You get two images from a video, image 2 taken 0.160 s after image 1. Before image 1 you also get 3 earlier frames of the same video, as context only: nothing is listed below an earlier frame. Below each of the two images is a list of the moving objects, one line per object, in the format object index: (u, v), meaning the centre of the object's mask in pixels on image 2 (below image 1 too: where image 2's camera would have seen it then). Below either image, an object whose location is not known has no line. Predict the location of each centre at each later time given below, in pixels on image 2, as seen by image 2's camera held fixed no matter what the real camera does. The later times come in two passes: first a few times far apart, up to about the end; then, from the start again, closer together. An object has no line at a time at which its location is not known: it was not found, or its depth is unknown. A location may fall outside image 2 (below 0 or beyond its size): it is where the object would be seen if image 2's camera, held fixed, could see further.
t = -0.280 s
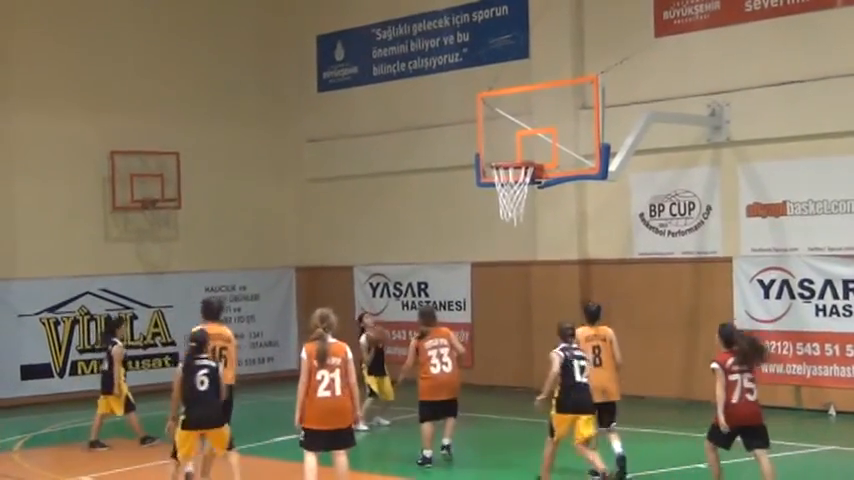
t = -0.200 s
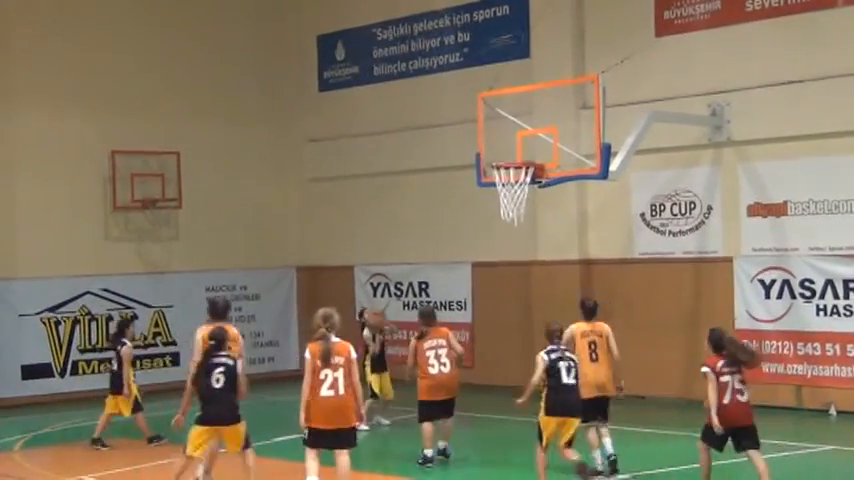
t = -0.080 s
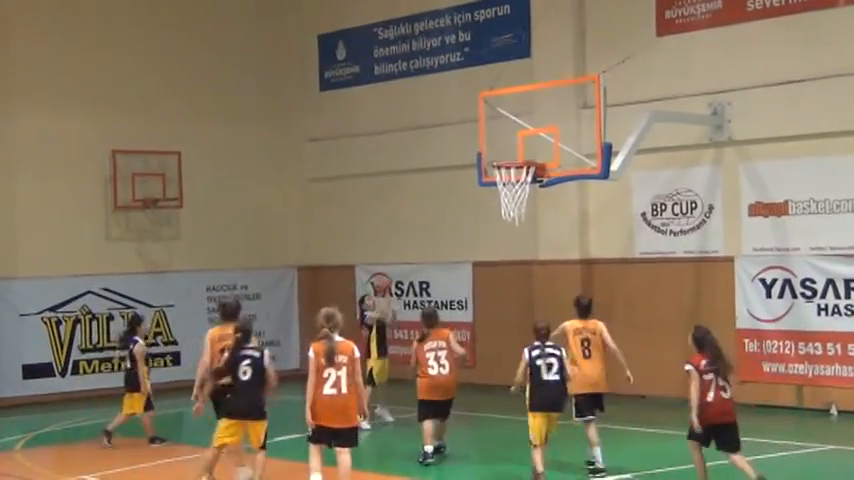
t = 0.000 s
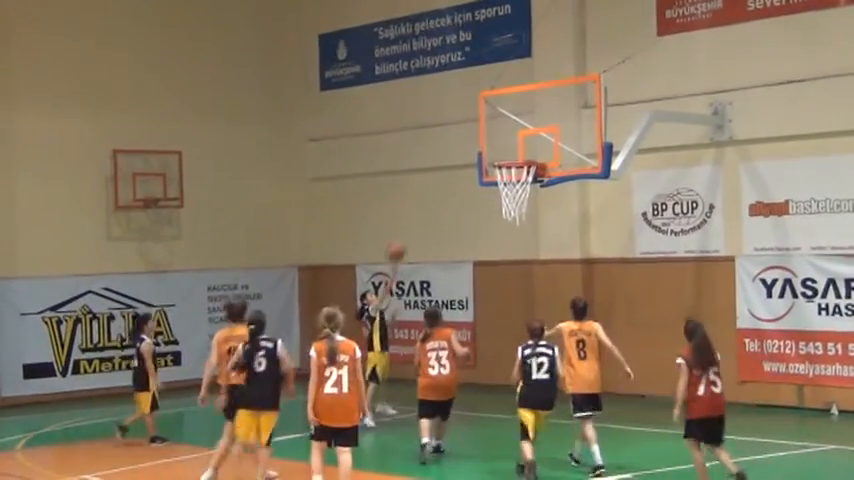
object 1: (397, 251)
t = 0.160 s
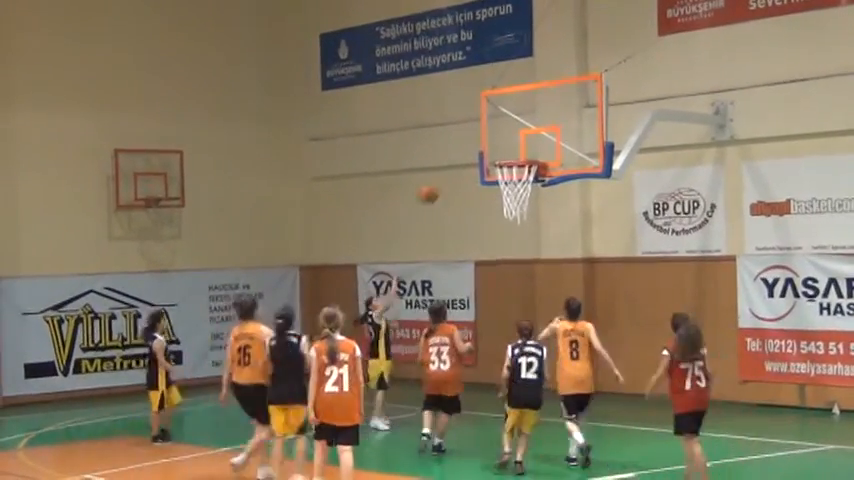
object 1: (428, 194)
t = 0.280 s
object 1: (451, 163)
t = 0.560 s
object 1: (500, 140)
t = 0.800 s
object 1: (508, 144)
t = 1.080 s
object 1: (503, 153)
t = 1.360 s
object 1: (492, 186)
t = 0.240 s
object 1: (445, 171)
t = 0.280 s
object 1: (451, 163)
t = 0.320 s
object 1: (461, 158)
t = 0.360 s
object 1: (468, 150)
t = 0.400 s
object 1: (476, 145)
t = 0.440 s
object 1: (485, 142)
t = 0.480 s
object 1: (494, 139)
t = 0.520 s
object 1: (498, 139)
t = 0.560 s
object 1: (500, 140)
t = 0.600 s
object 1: (503, 143)
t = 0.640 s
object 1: (506, 146)
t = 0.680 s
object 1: (507, 152)
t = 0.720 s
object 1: (508, 151)
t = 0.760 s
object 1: (508, 147)
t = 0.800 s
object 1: (508, 144)
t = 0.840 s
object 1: (507, 142)
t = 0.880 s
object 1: (507, 142)
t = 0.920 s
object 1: (506, 143)
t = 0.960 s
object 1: (505, 145)
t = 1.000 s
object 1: (504, 148)
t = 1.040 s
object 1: (504, 152)
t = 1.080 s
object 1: (503, 153)
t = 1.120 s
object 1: (502, 153)
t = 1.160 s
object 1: (501, 154)
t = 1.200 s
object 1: (500, 157)
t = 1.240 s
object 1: (498, 158)
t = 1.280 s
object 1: (495, 167)
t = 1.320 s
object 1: (494, 175)
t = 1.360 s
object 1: (492, 186)
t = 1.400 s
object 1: (492, 196)
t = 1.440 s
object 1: (492, 206)
